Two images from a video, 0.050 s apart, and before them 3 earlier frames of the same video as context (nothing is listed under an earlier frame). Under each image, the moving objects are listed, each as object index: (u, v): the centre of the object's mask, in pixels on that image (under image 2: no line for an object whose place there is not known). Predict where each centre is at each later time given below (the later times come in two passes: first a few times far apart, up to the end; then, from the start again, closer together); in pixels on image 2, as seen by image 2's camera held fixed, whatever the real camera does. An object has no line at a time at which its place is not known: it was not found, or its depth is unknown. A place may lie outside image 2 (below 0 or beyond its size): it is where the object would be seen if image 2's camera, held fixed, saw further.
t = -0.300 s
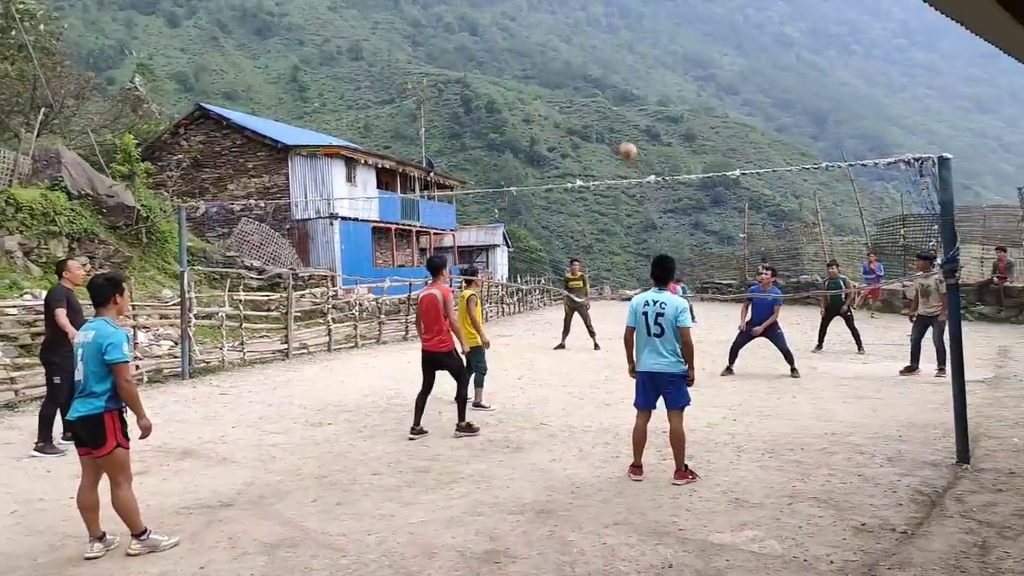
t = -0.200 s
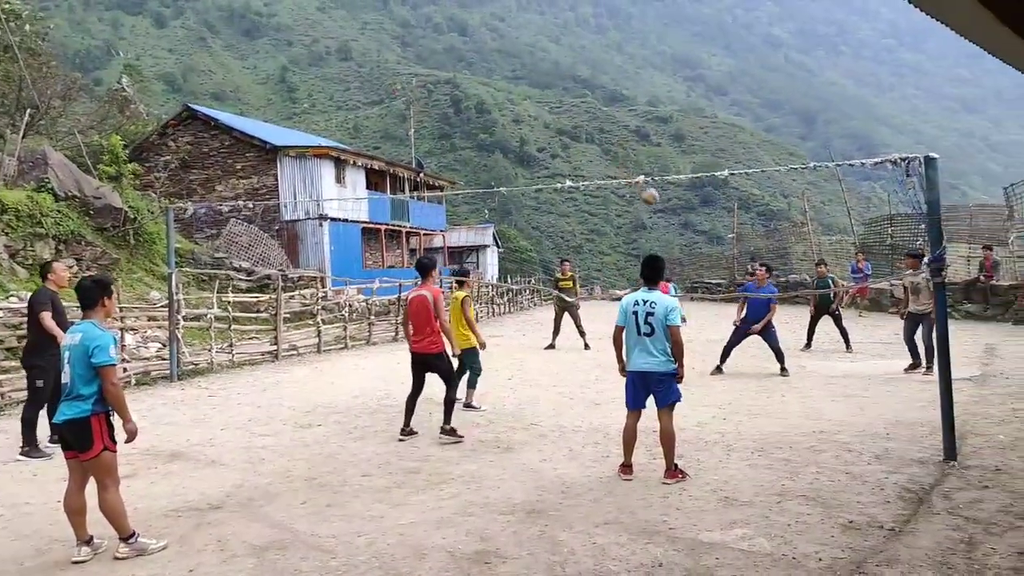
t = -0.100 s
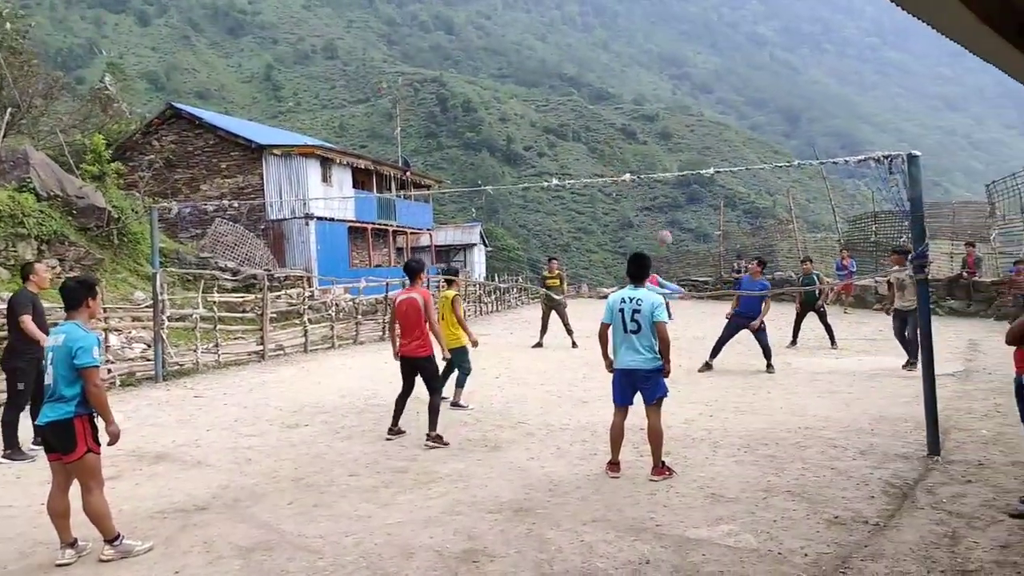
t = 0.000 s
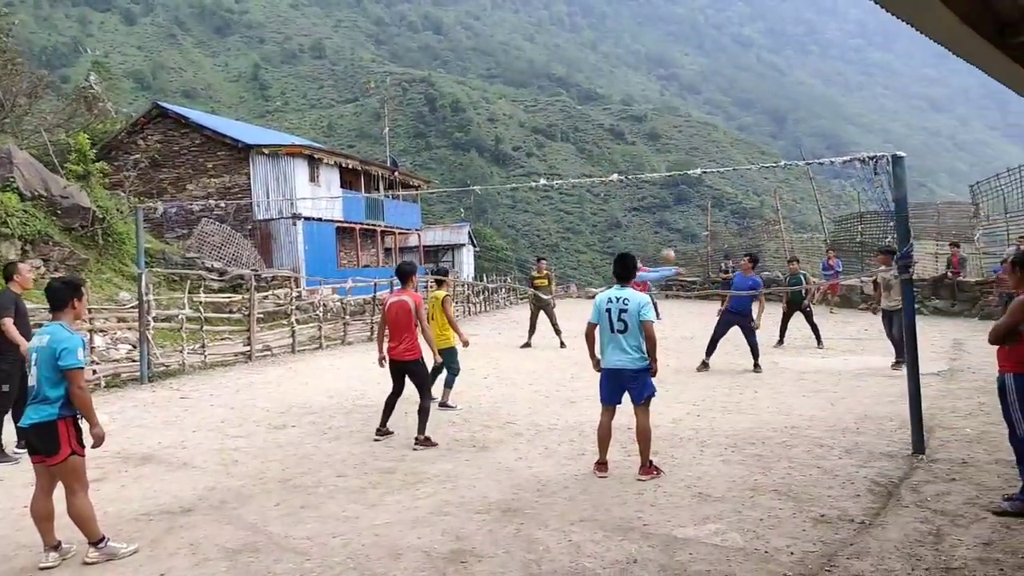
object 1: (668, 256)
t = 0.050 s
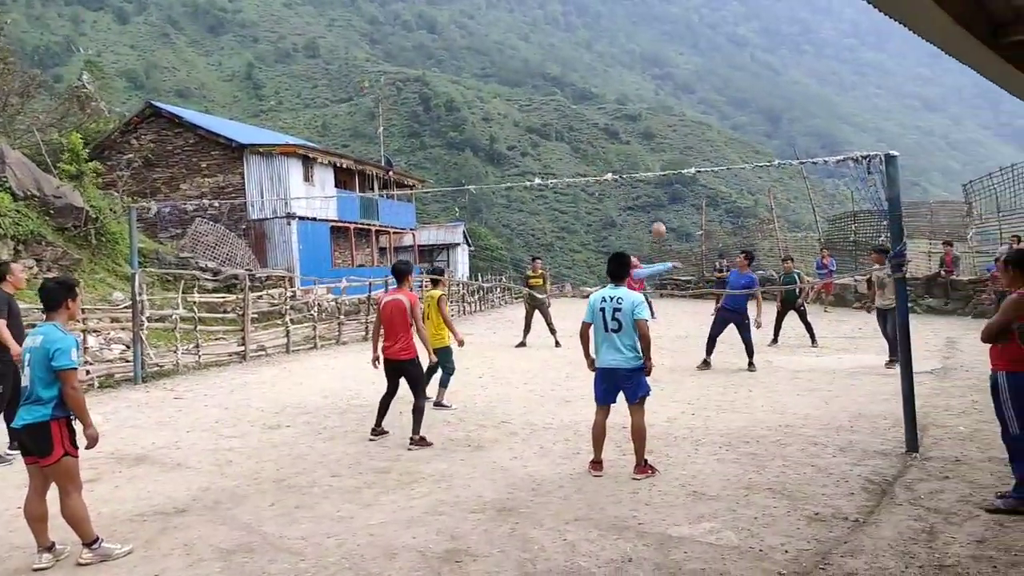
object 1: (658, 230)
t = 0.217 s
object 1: (646, 154)
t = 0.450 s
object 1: (625, 76)
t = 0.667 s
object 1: (605, 31)
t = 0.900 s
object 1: (581, 22)
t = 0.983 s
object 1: (573, 30)
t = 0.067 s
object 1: (658, 225)
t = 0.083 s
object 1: (656, 213)
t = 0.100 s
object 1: (654, 208)
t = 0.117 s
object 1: (653, 199)
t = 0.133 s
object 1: (653, 191)
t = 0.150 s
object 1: (651, 185)
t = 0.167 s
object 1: (651, 175)
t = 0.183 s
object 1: (648, 167)
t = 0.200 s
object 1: (646, 161)
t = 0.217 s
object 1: (646, 154)
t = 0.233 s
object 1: (644, 148)
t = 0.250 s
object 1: (642, 142)
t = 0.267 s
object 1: (641, 136)
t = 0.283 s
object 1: (640, 130)
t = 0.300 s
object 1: (637, 123)
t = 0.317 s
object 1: (637, 117)
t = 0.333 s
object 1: (636, 114)
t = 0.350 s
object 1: (634, 109)
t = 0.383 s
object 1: (631, 96)
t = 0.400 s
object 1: (629, 90)
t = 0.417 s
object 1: (627, 86)
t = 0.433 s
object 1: (626, 82)
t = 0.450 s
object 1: (625, 76)
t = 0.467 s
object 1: (623, 71)
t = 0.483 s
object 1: (622, 67)
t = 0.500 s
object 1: (620, 63)
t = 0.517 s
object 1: (619, 59)
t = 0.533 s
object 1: (617, 55)
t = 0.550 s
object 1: (616, 51)
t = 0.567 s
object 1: (614, 48)
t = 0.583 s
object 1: (612, 45)
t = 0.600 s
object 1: (611, 42)
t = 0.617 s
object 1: (609, 39)
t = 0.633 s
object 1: (608, 36)
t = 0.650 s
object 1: (606, 33)
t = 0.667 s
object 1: (605, 31)
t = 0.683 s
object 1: (603, 29)
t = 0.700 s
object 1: (601, 27)
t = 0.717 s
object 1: (599, 25)
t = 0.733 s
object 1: (598, 24)
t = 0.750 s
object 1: (596, 23)
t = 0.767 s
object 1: (594, 22)
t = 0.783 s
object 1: (593, 21)
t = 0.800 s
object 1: (591, 21)
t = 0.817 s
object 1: (589, 21)
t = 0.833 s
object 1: (588, 21)
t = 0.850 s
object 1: (586, 21)
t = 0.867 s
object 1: (584, 21)
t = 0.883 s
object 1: (583, 21)
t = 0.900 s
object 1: (581, 22)
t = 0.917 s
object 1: (579, 23)
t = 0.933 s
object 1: (578, 25)
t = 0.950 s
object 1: (576, 26)
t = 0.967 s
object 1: (575, 28)
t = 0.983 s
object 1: (573, 30)
